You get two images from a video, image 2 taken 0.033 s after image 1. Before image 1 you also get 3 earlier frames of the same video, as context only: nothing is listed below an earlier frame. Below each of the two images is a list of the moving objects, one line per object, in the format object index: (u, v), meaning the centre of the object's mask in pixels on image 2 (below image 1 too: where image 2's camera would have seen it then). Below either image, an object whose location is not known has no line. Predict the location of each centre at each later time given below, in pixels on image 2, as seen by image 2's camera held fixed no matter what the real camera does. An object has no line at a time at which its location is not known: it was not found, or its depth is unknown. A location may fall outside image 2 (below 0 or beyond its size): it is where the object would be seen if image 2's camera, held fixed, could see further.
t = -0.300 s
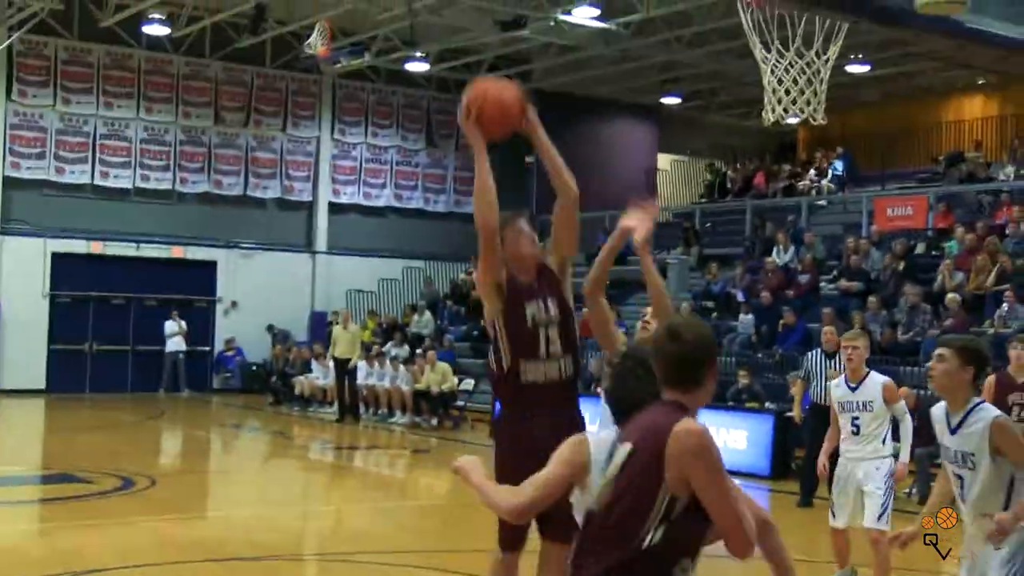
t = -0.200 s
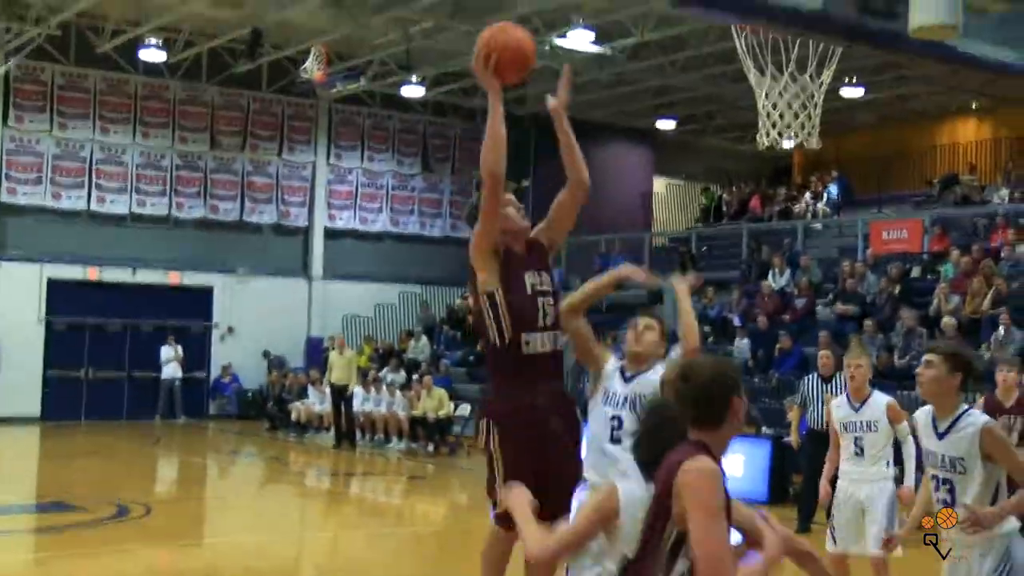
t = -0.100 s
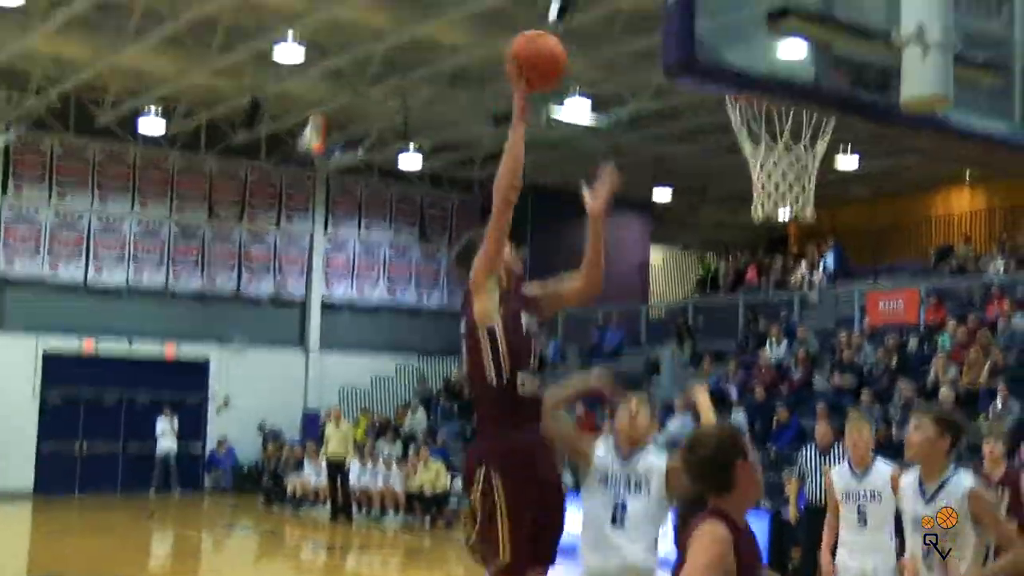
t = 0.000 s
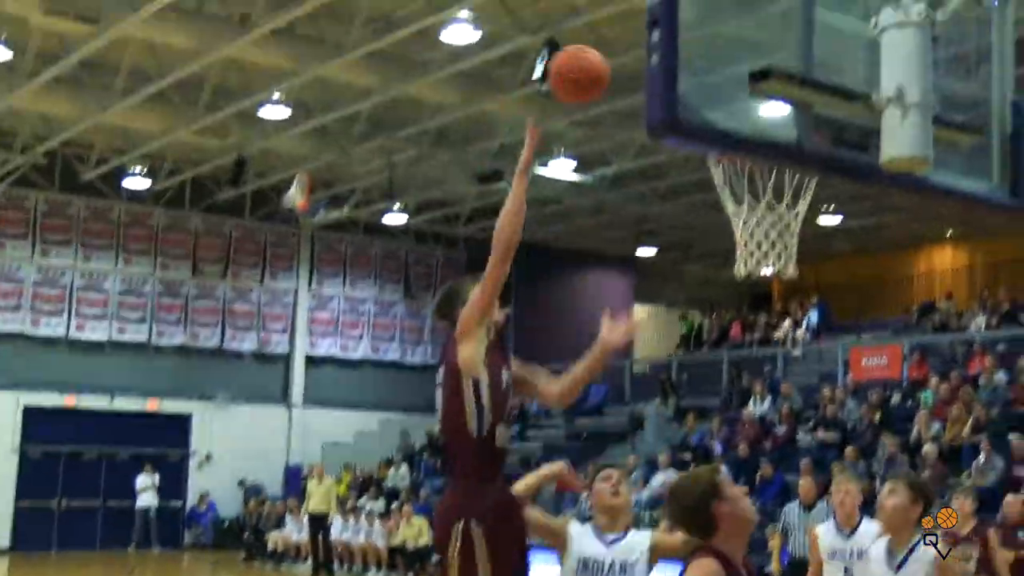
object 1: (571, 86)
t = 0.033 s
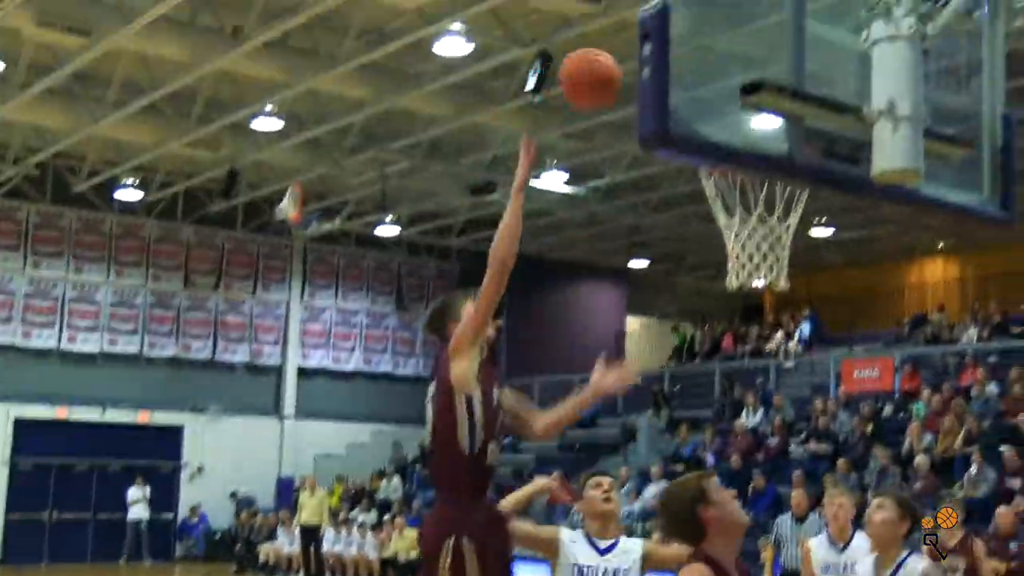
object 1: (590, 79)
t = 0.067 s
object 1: (608, 72)
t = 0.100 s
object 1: (619, 68)
